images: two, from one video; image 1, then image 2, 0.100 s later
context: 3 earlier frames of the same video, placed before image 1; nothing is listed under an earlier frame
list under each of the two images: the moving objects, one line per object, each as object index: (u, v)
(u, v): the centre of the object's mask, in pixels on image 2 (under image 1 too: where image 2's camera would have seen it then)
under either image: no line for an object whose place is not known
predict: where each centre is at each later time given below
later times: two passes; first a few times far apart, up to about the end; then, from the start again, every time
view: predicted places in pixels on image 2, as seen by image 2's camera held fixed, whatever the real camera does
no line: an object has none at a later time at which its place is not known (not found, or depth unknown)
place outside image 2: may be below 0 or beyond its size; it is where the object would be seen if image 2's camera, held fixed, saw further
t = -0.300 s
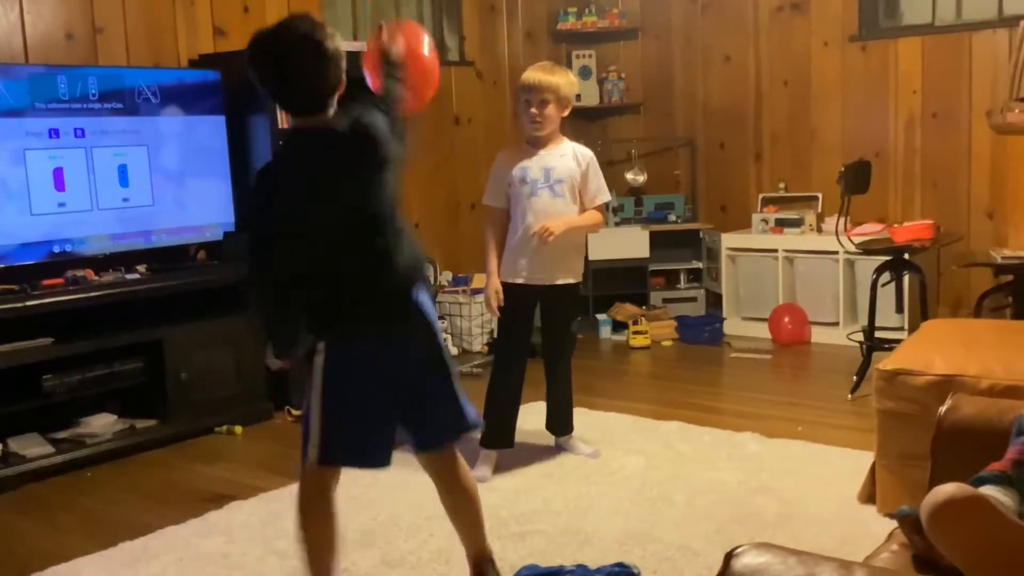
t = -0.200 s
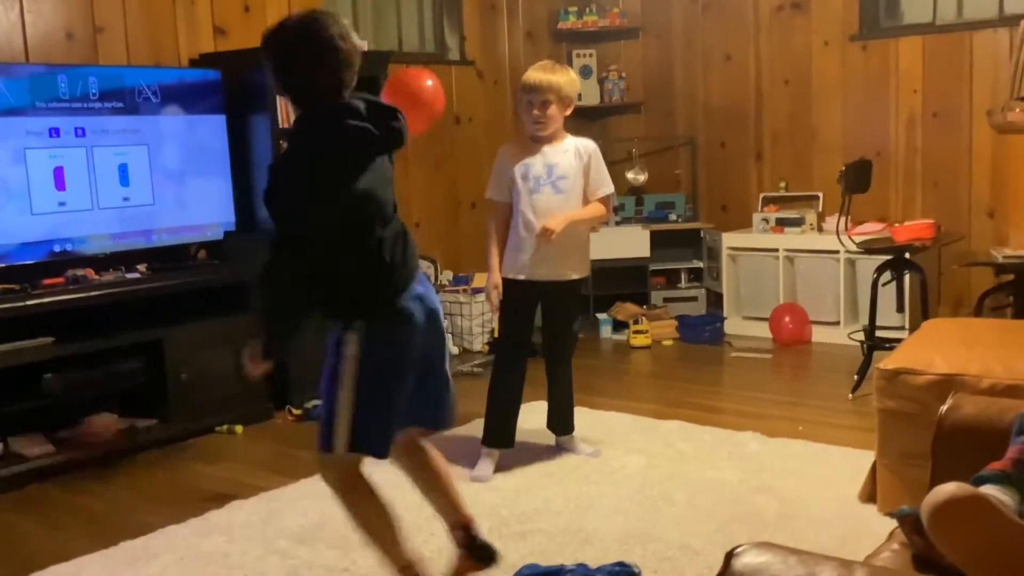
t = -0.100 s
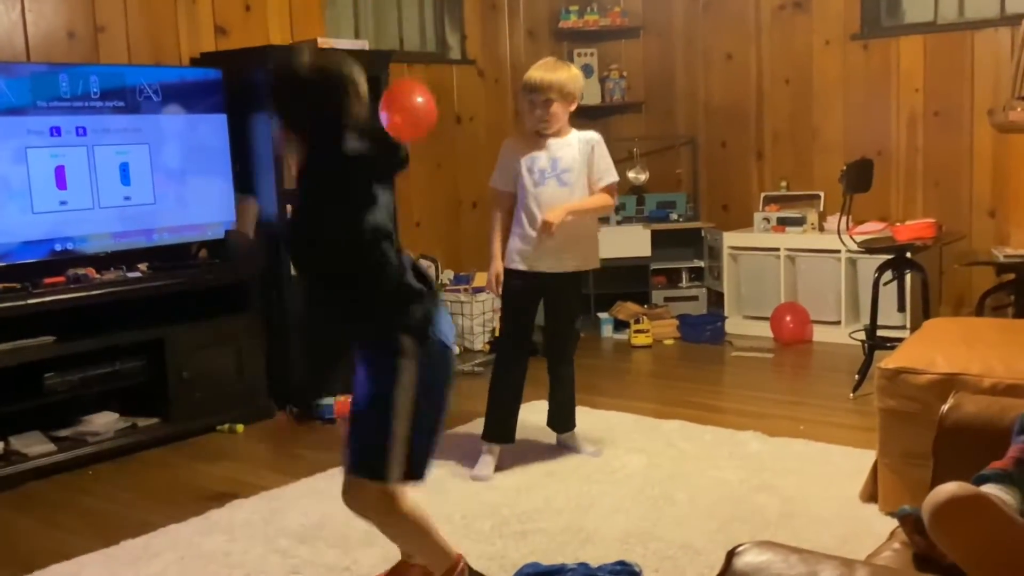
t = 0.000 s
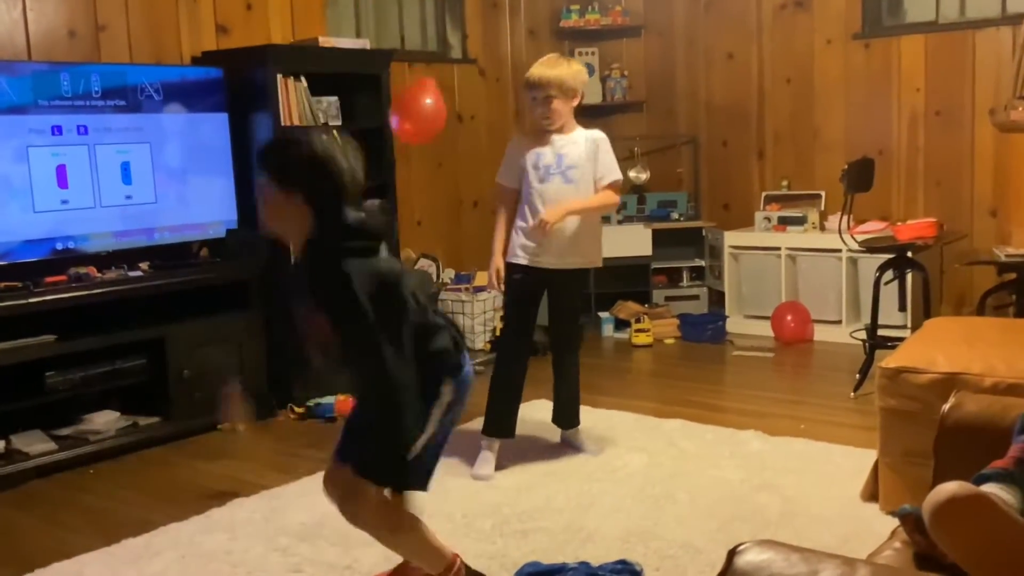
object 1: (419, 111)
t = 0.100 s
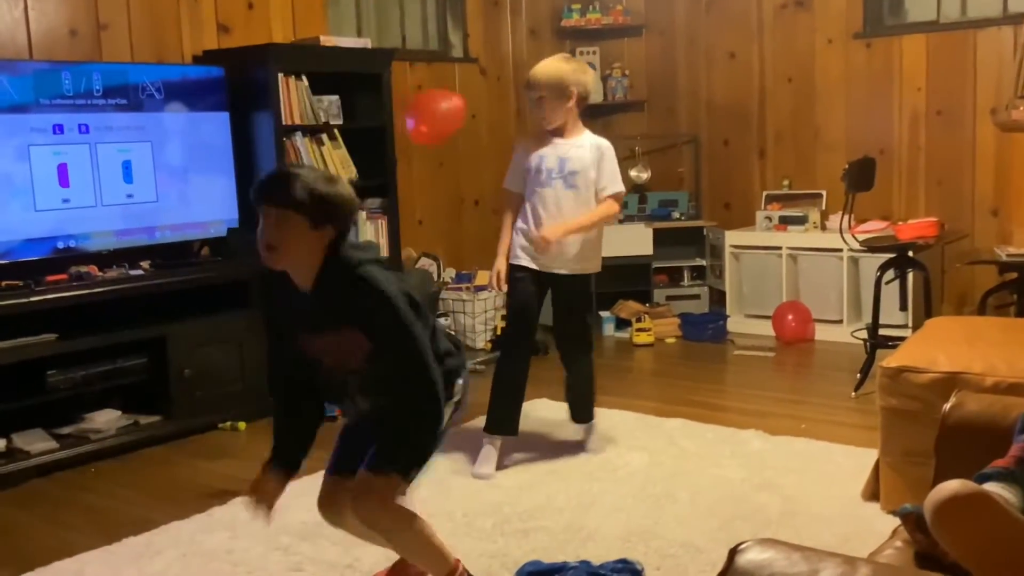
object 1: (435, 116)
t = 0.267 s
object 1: (451, 145)
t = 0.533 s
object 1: (455, 187)
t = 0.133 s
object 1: (439, 120)
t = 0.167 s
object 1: (442, 125)
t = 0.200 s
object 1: (447, 132)
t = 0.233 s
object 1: (449, 137)
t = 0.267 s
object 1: (451, 145)
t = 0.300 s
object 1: (452, 151)
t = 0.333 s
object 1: (452, 157)
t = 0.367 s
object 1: (453, 162)
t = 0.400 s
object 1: (453, 168)
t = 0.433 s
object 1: (453, 172)
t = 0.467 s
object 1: (454, 178)
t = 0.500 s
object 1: (454, 182)
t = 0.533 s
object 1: (455, 187)
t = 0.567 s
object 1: (455, 193)
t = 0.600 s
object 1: (455, 198)
